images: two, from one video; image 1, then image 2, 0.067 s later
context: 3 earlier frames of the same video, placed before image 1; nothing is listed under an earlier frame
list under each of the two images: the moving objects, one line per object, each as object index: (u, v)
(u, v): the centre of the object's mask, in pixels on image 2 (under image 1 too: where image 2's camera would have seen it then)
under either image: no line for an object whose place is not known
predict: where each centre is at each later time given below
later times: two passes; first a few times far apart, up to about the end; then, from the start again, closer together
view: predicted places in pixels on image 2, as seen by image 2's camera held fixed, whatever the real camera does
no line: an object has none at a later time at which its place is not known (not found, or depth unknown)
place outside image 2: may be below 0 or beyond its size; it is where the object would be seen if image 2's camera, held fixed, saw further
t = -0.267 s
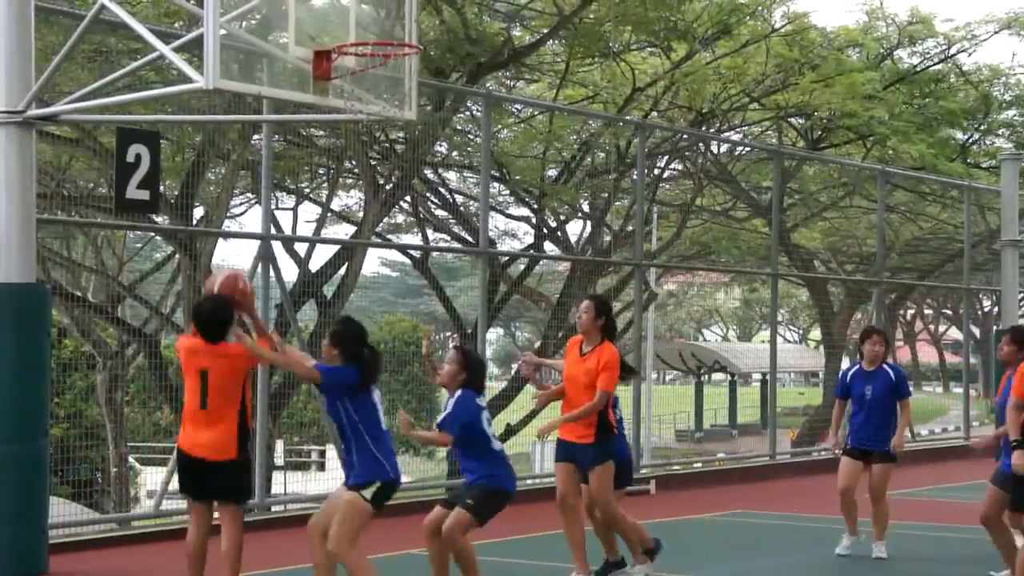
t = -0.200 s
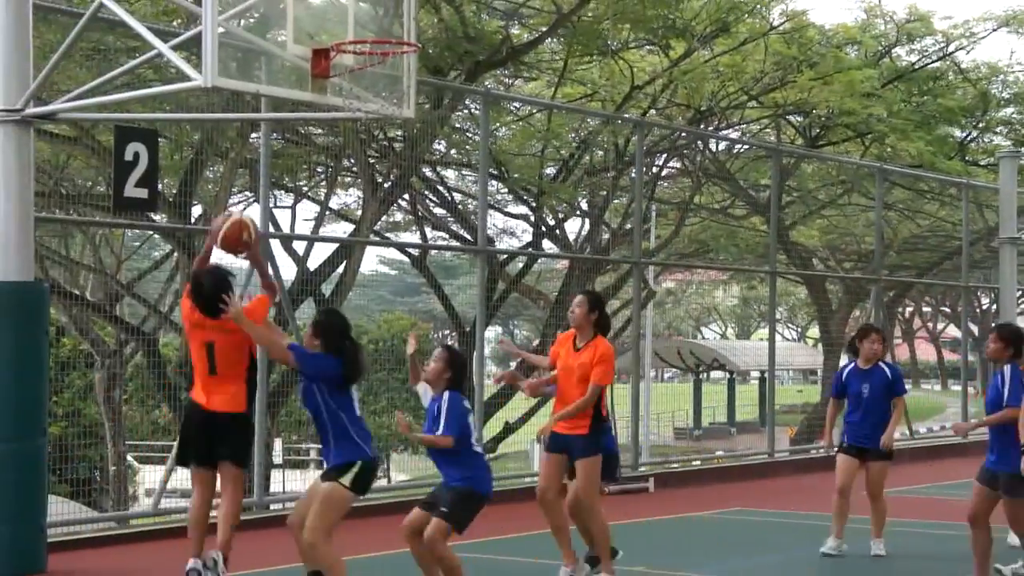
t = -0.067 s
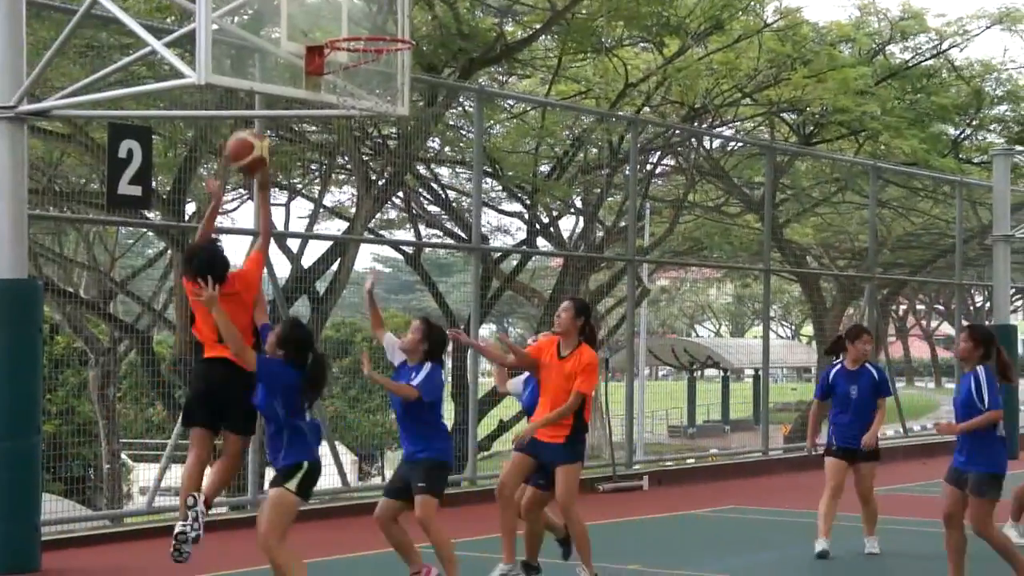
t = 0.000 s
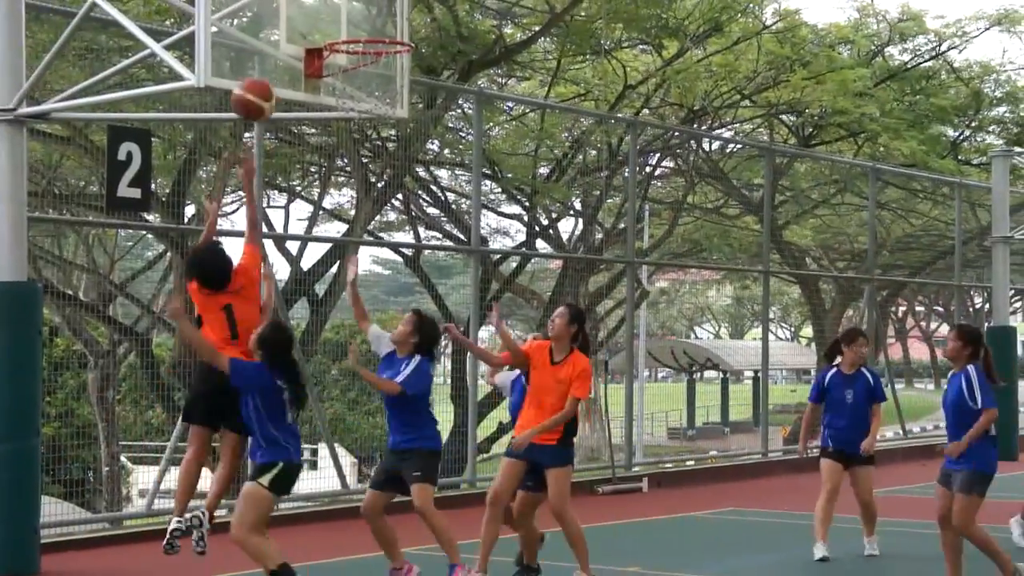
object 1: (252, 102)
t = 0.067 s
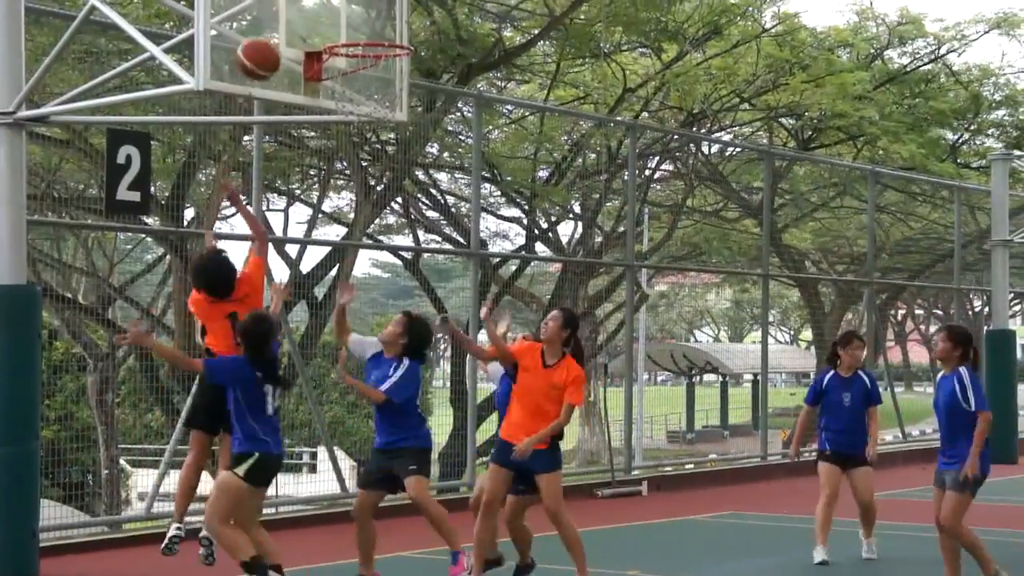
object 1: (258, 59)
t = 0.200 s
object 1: (296, 22)
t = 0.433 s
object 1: (333, 20)
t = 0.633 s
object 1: (334, 20)
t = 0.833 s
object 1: (328, 25)
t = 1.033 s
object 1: (322, 71)
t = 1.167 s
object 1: (318, 143)
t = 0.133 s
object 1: (273, 31)
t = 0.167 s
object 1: (285, 25)
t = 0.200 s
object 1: (296, 22)
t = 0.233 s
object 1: (306, 20)
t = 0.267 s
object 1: (319, 19)
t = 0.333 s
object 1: (334, 19)
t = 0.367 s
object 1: (333, 18)
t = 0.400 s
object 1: (333, 18)
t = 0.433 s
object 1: (333, 20)
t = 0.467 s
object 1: (333, 19)
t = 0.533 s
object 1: (333, 18)
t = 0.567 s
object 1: (333, 20)
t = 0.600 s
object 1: (333, 20)
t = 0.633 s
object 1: (334, 20)
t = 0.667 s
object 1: (334, 21)
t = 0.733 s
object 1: (331, 22)
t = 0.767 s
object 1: (330, 22)
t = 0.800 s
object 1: (330, 23)
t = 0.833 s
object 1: (328, 25)
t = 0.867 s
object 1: (327, 27)
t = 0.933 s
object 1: (324, 39)
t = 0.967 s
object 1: (324, 48)
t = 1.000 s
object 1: (322, 59)
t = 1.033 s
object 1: (322, 71)
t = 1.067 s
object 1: (320, 86)
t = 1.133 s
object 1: (320, 121)
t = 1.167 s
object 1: (318, 143)
